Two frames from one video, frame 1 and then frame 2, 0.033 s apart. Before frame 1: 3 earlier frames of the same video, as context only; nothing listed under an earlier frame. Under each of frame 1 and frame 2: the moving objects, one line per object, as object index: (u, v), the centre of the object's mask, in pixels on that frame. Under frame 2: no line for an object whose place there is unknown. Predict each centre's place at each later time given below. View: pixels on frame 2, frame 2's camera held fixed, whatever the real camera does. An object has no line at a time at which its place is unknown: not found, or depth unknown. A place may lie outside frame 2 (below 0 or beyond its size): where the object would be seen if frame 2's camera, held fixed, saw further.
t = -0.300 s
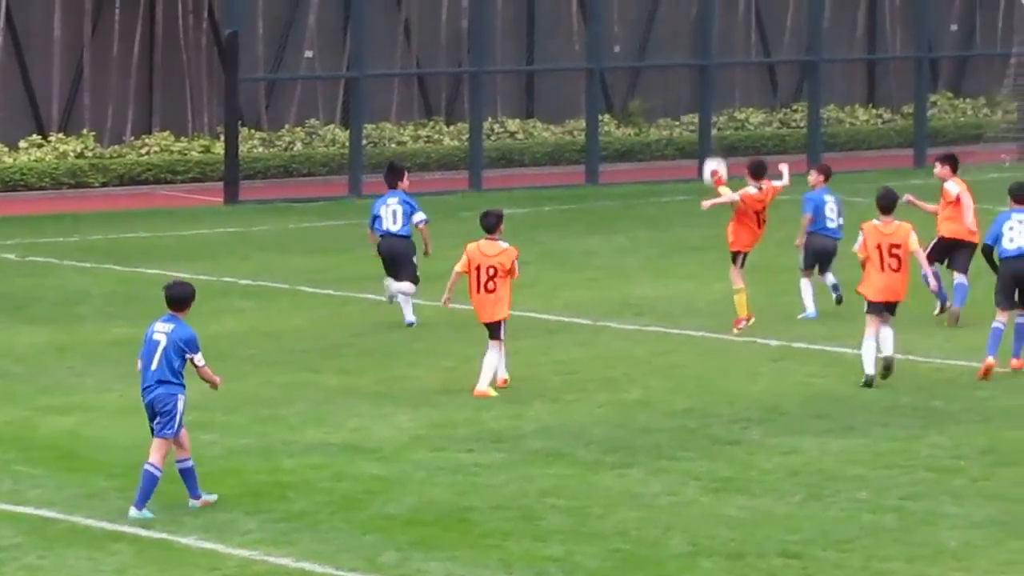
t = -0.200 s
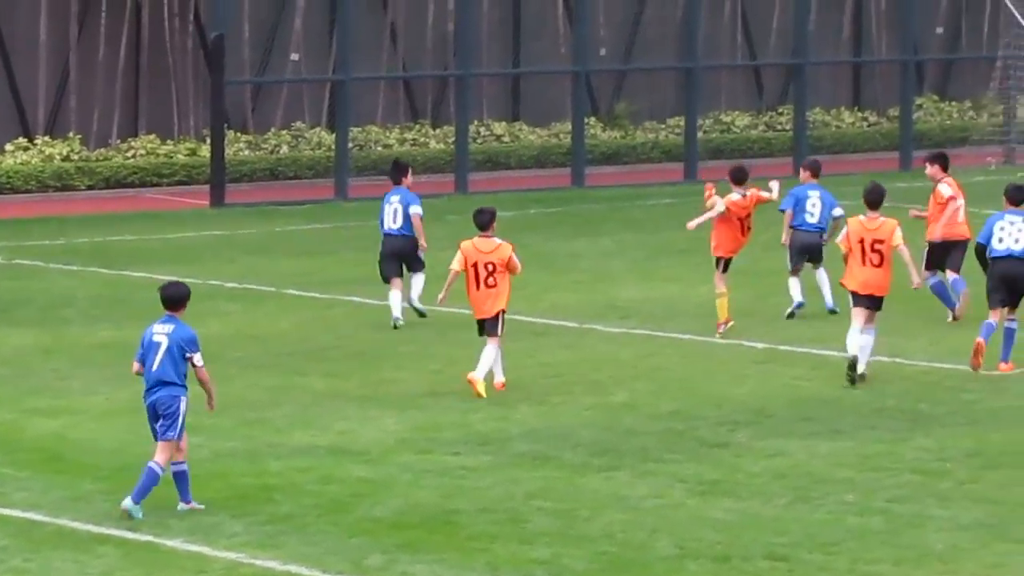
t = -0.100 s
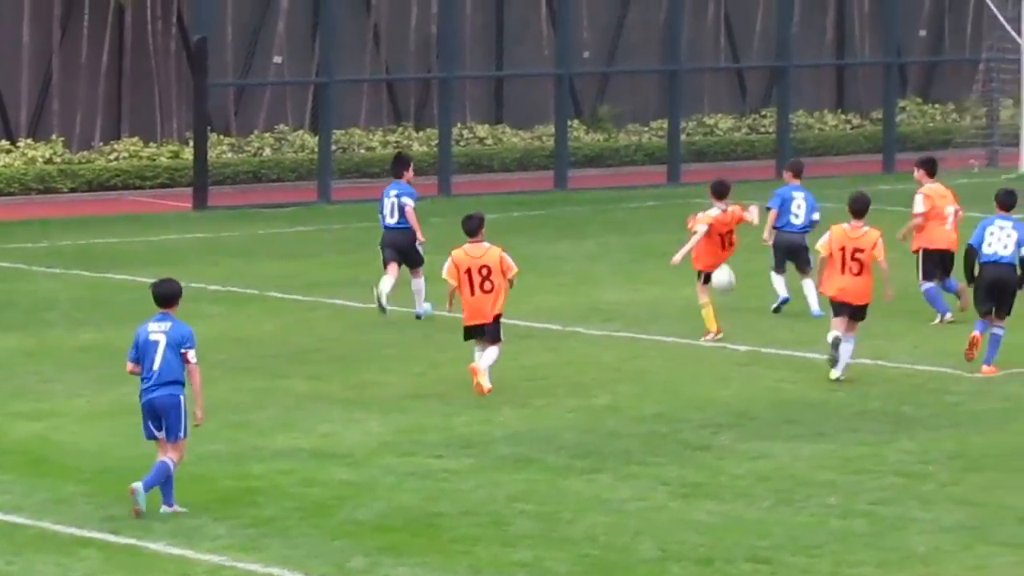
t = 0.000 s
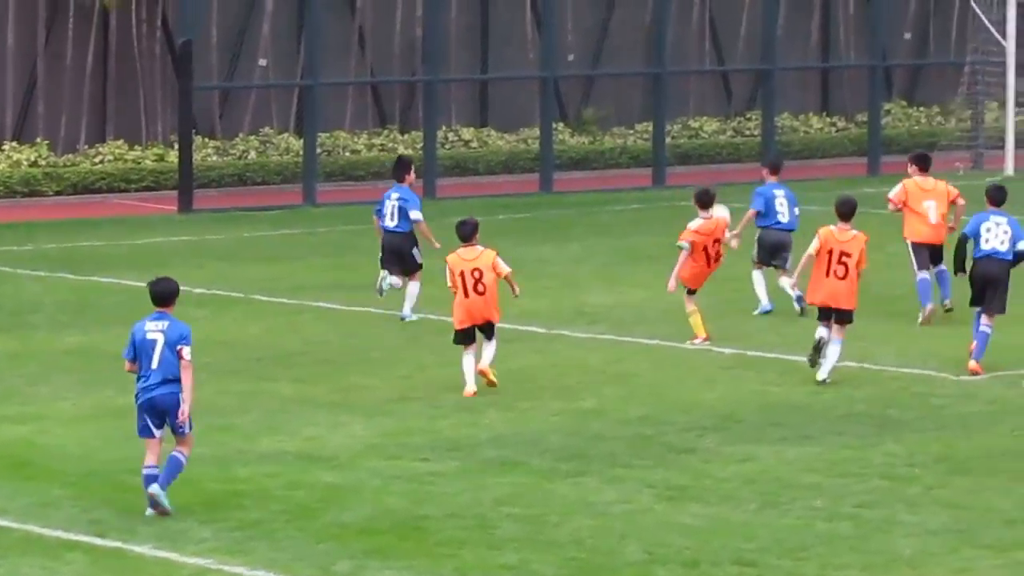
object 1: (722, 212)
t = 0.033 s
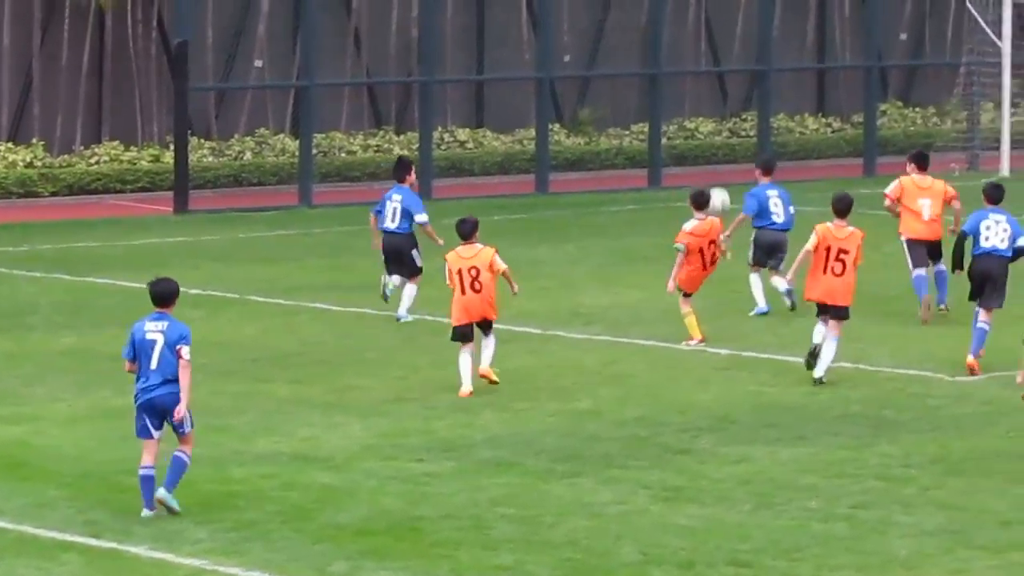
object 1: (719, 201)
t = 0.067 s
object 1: (721, 182)
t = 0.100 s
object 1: (724, 167)
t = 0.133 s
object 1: (728, 152)
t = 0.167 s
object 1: (732, 139)
